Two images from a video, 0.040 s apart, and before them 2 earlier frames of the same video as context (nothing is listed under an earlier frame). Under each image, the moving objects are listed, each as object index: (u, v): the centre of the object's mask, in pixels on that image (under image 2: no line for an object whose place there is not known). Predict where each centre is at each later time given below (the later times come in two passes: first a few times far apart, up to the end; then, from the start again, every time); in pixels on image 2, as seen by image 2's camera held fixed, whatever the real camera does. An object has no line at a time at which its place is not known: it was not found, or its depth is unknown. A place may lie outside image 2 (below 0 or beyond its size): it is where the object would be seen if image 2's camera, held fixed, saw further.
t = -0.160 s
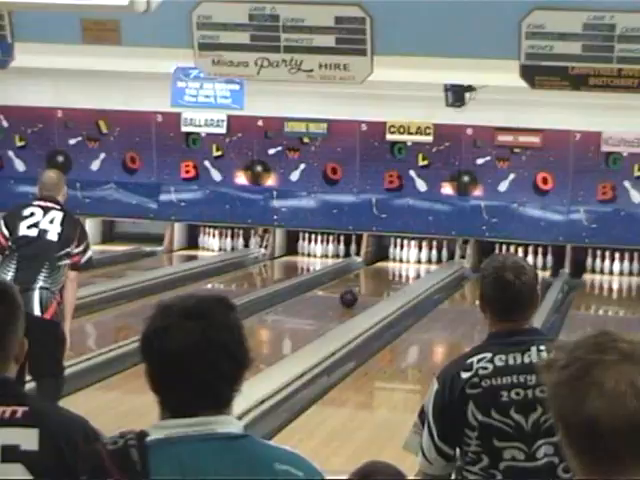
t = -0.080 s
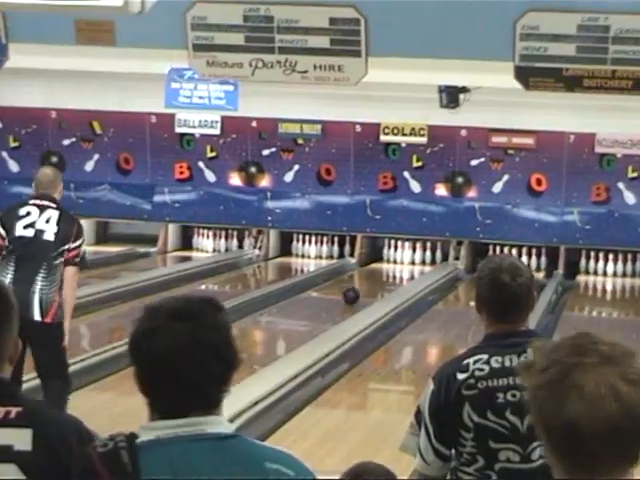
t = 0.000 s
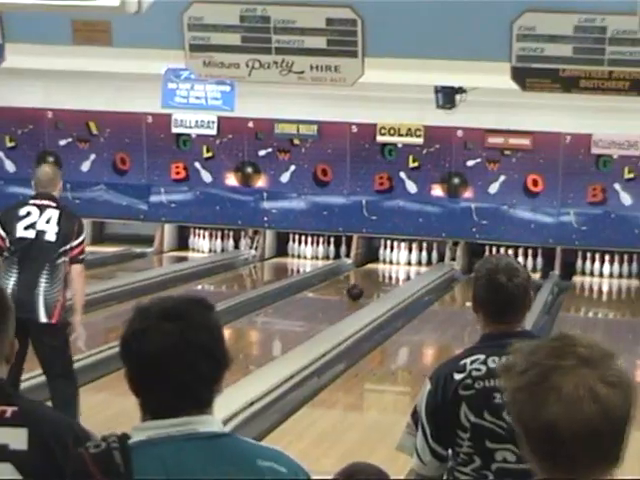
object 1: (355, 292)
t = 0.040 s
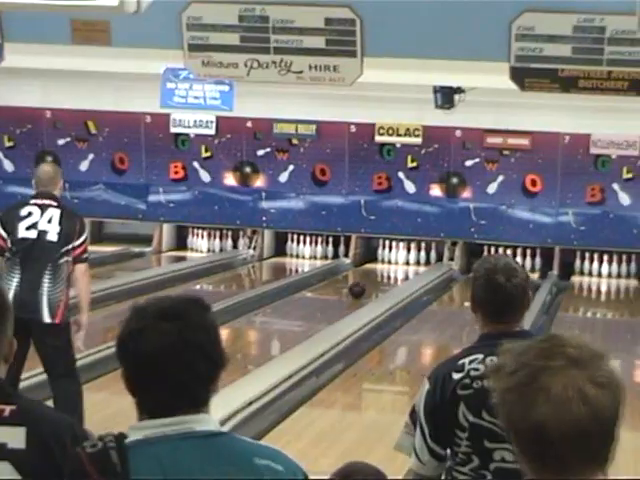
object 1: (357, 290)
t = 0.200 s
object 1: (369, 281)
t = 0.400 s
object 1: (380, 275)
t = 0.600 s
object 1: (390, 271)
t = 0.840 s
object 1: (400, 266)
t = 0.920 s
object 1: (402, 266)
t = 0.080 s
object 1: (360, 288)
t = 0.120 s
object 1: (363, 287)
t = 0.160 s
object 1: (366, 285)
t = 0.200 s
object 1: (369, 281)
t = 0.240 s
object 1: (371, 281)
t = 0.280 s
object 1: (374, 279)
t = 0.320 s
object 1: (375, 278)
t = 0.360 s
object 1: (378, 276)
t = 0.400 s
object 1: (380, 275)
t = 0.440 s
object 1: (382, 274)
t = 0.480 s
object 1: (384, 272)
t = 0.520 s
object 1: (386, 271)
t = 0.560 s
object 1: (388, 271)
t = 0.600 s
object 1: (390, 271)
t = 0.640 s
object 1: (392, 269)
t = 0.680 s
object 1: (393, 270)
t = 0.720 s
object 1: (396, 269)
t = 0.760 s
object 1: (397, 268)
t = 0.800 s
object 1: (399, 267)
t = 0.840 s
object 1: (400, 266)
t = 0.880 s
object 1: (401, 266)
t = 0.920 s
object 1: (402, 266)
